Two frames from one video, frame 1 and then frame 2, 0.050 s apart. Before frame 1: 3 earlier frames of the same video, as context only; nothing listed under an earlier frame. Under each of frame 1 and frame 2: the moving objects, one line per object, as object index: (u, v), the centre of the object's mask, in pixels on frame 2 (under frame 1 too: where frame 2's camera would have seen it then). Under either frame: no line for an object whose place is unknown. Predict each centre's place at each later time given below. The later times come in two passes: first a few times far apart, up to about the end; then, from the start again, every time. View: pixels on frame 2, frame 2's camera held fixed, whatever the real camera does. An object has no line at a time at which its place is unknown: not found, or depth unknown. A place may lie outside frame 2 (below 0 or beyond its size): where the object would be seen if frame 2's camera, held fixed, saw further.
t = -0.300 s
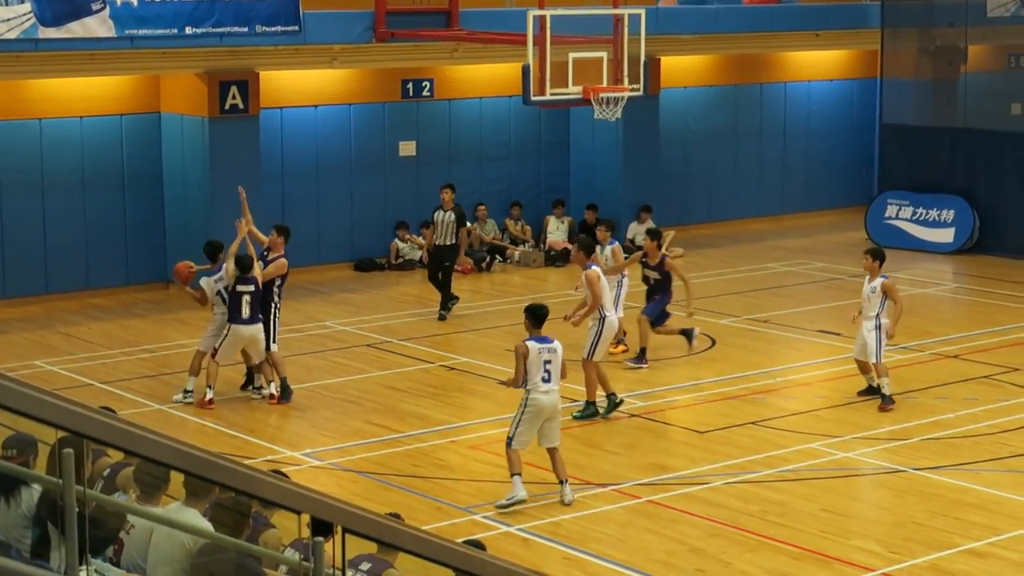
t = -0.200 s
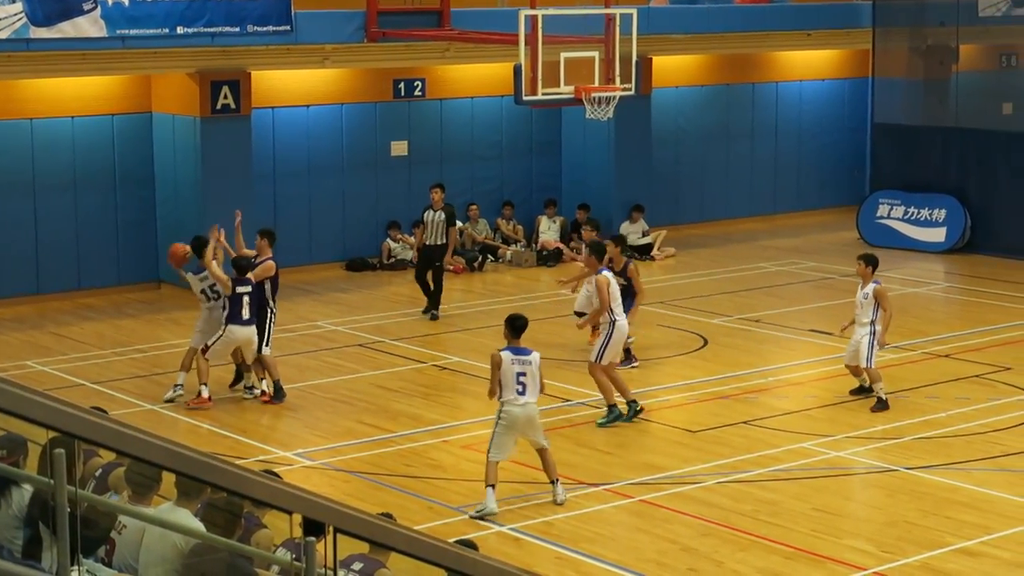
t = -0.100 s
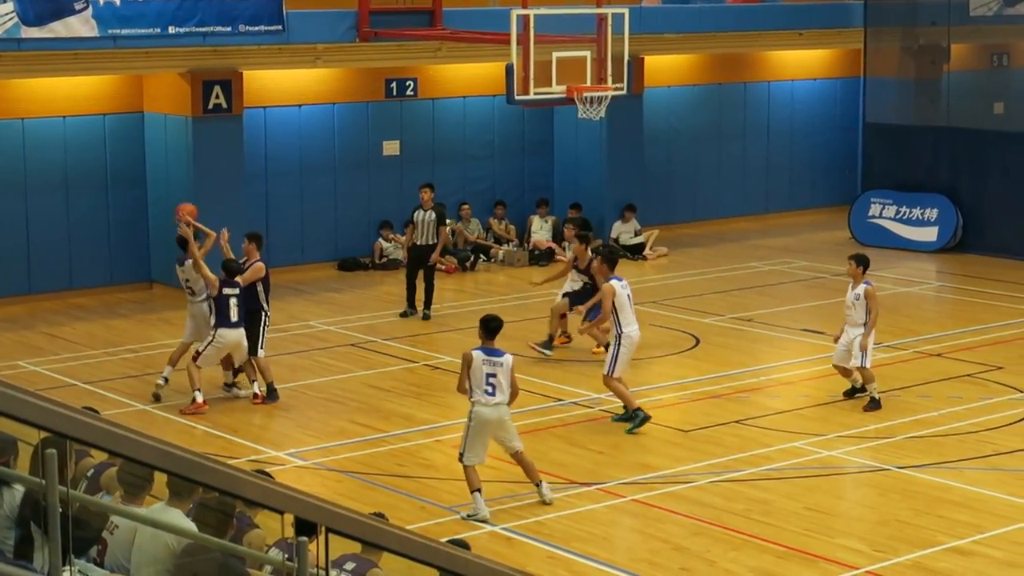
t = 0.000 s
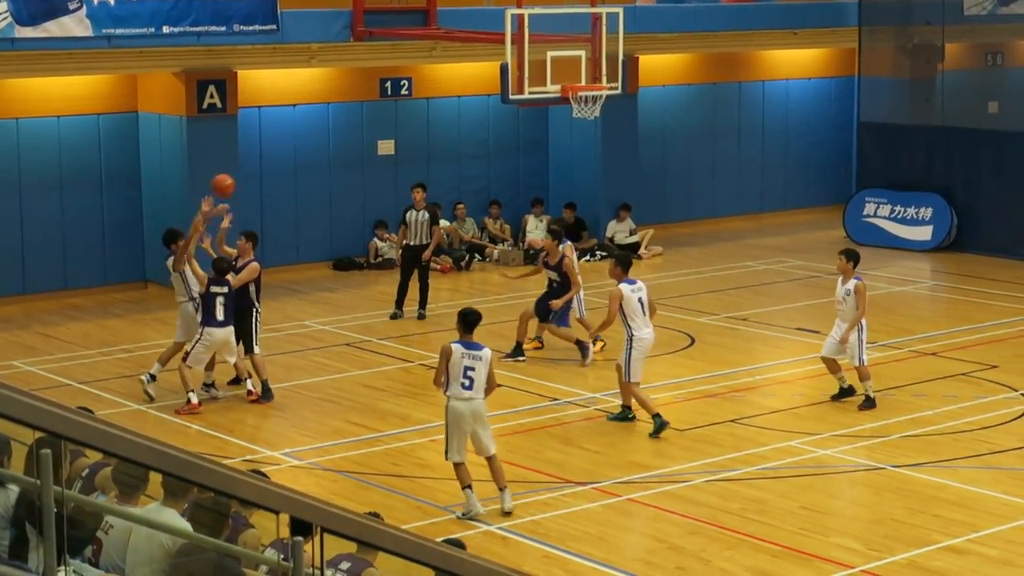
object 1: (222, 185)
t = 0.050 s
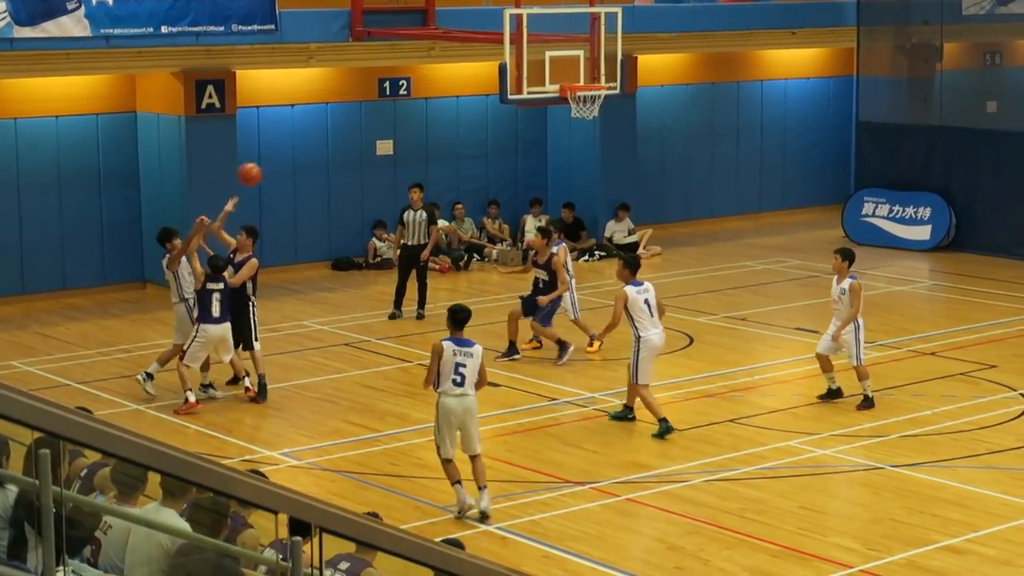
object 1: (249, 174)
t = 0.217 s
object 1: (346, 152)
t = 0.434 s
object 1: (476, 163)
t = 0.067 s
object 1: (259, 171)
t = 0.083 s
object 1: (269, 168)
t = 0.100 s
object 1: (278, 165)
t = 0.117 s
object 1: (288, 162)
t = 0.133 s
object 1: (297, 160)
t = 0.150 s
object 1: (307, 158)
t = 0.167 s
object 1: (317, 156)
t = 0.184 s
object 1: (326, 155)
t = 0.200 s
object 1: (336, 153)
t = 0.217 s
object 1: (346, 152)
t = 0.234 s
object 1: (356, 152)
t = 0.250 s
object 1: (364, 151)
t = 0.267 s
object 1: (375, 151)
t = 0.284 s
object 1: (385, 151)
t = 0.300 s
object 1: (395, 152)
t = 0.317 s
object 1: (405, 152)
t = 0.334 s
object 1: (415, 153)
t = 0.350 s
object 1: (425, 154)
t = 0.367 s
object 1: (435, 155)
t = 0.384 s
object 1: (445, 156)
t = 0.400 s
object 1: (455, 158)
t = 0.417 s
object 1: (465, 161)
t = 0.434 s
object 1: (476, 163)
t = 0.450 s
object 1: (486, 166)
